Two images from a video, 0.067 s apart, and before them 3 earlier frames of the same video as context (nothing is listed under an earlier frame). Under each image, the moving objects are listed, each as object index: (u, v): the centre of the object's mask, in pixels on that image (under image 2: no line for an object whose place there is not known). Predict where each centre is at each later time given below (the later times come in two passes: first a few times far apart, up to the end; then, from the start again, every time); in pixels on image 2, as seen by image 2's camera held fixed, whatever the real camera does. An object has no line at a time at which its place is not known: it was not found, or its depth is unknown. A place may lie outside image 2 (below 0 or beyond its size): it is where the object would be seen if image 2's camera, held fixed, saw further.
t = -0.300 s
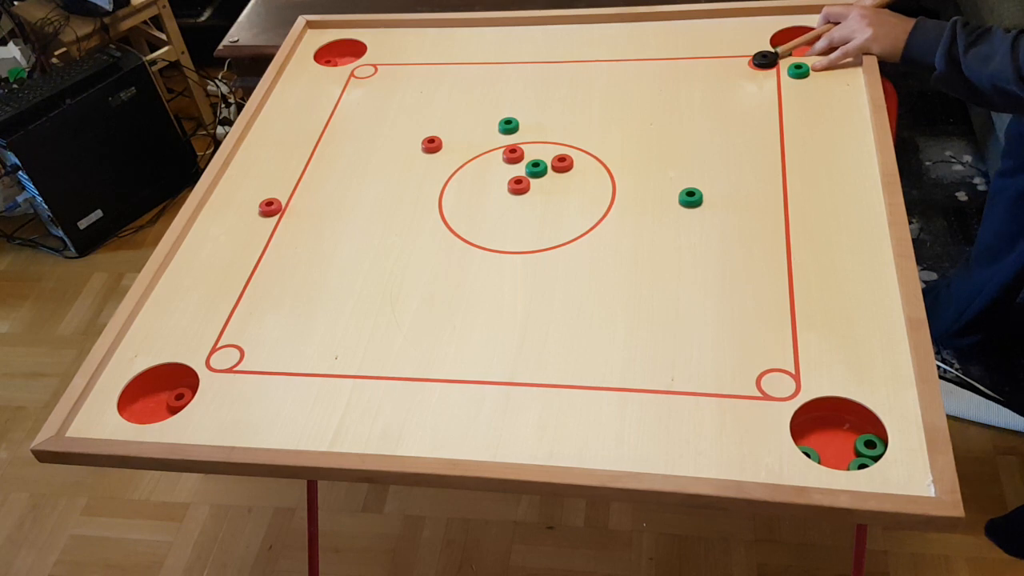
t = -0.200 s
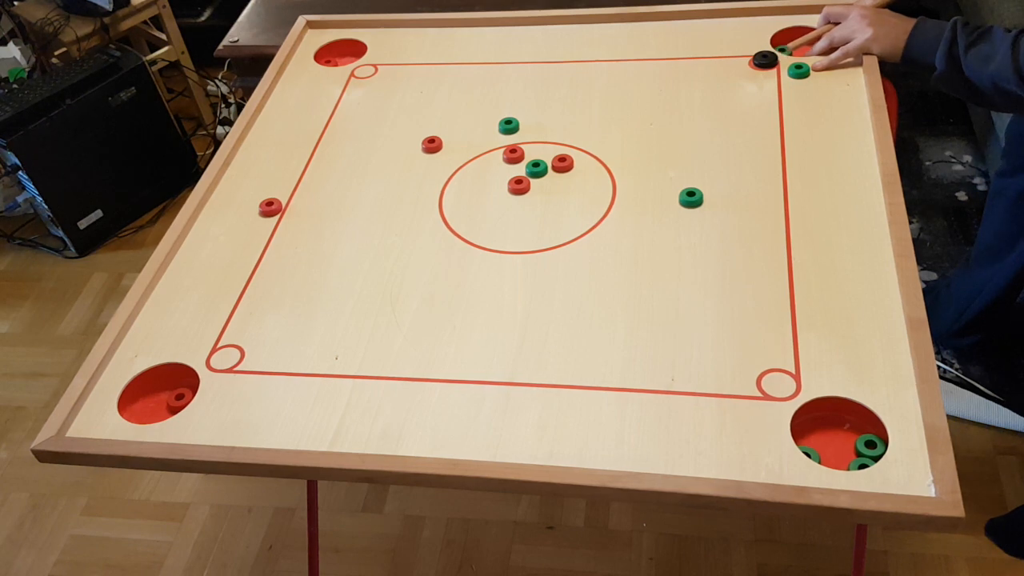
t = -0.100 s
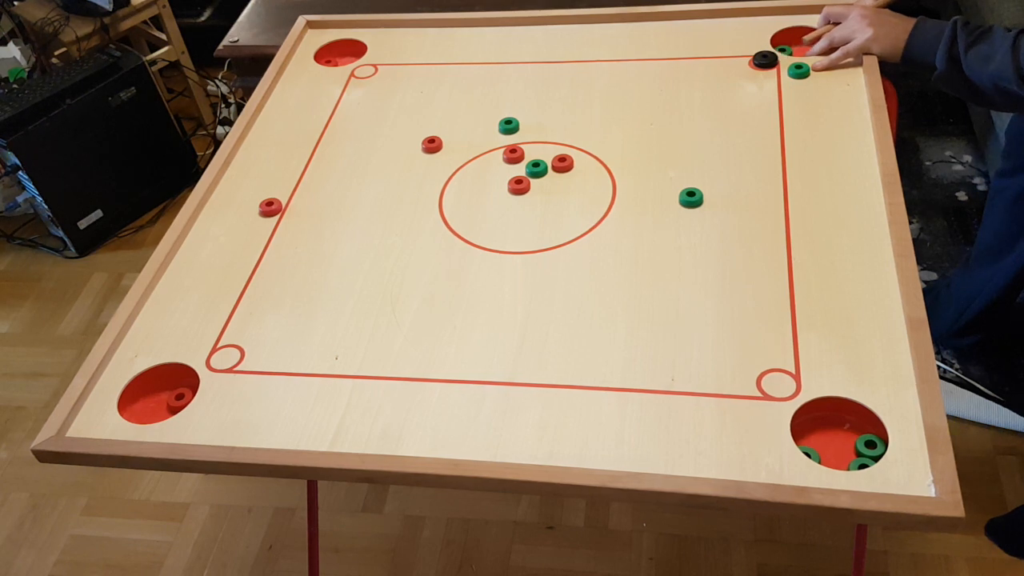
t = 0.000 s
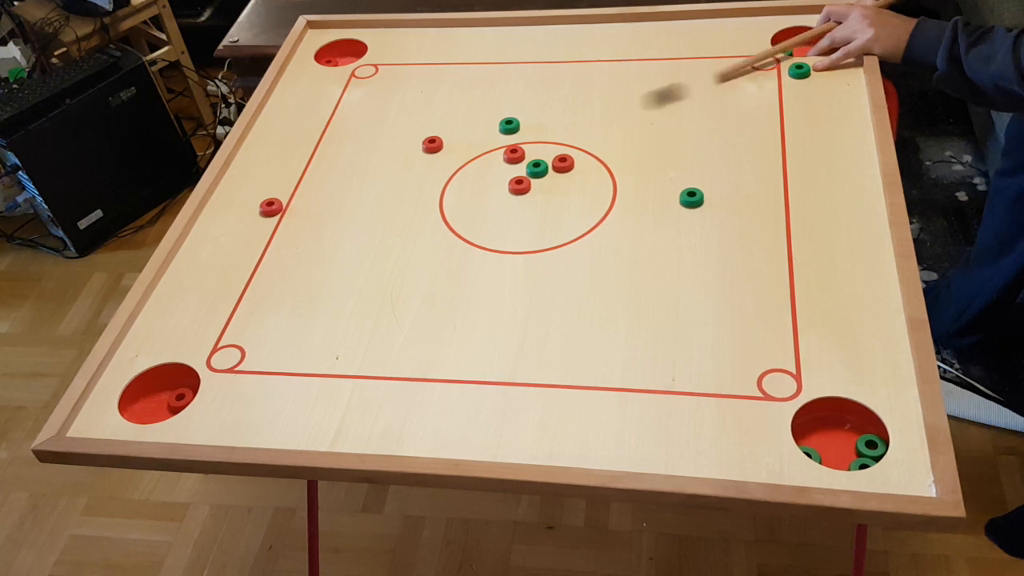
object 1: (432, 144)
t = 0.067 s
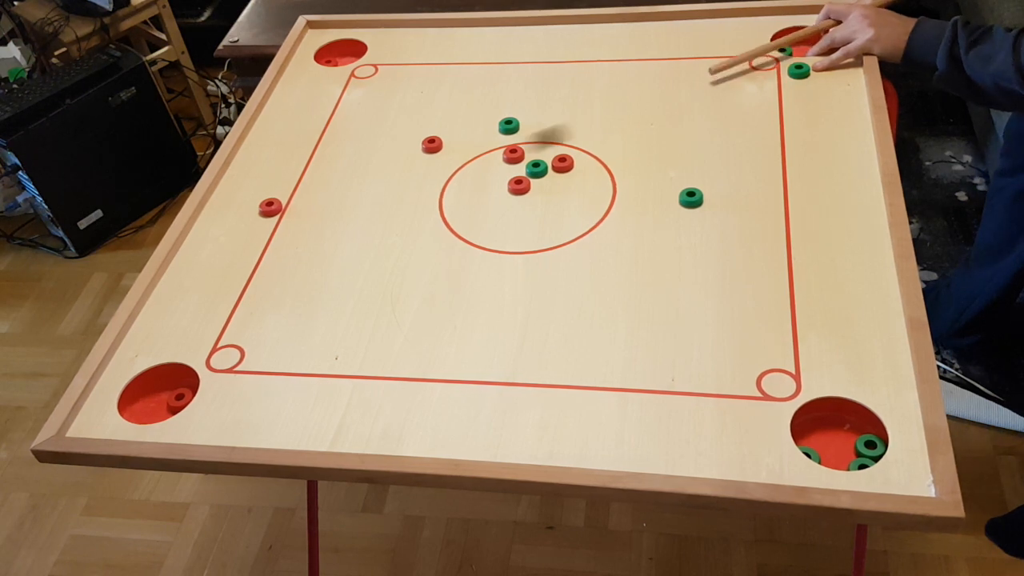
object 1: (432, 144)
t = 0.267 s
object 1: (429, 145)
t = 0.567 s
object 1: (384, 147)
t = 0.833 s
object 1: (384, 147)
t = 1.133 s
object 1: (384, 147)
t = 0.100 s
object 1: (432, 144)
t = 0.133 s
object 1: (432, 145)
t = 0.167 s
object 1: (432, 144)
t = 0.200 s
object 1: (432, 144)
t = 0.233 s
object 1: (432, 144)
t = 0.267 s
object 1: (429, 145)
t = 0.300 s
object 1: (419, 145)
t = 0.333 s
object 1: (411, 145)
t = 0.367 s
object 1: (403, 146)
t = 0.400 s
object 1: (397, 146)
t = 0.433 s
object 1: (392, 147)
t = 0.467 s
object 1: (388, 147)
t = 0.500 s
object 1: (386, 147)
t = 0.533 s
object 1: (384, 147)
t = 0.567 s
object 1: (384, 147)
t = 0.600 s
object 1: (384, 147)
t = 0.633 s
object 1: (384, 147)
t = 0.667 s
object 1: (384, 147)
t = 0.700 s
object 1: (384, 147)
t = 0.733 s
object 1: (384, 147)
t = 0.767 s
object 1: (384, 147)
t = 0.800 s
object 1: (384, 147)
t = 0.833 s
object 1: (384, 147)
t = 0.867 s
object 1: (384, 147)
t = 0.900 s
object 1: (384, 147)
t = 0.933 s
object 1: (384, 147)
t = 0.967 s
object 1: (384, 147)
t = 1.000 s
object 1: (384, 147)
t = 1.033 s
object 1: (384, 147)
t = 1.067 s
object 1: (384, 147)
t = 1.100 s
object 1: (384, 147)
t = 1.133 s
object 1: (384, 147)
